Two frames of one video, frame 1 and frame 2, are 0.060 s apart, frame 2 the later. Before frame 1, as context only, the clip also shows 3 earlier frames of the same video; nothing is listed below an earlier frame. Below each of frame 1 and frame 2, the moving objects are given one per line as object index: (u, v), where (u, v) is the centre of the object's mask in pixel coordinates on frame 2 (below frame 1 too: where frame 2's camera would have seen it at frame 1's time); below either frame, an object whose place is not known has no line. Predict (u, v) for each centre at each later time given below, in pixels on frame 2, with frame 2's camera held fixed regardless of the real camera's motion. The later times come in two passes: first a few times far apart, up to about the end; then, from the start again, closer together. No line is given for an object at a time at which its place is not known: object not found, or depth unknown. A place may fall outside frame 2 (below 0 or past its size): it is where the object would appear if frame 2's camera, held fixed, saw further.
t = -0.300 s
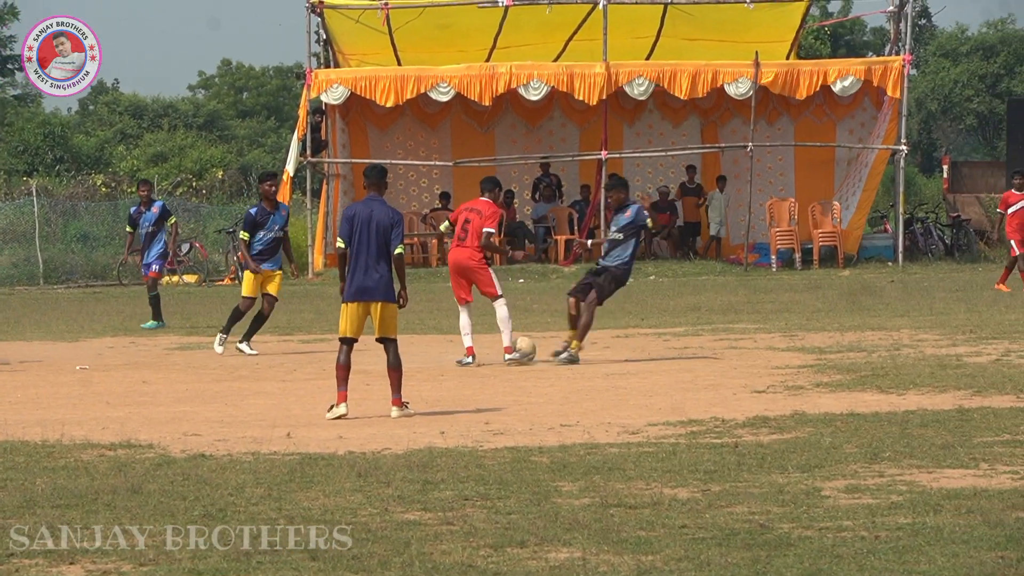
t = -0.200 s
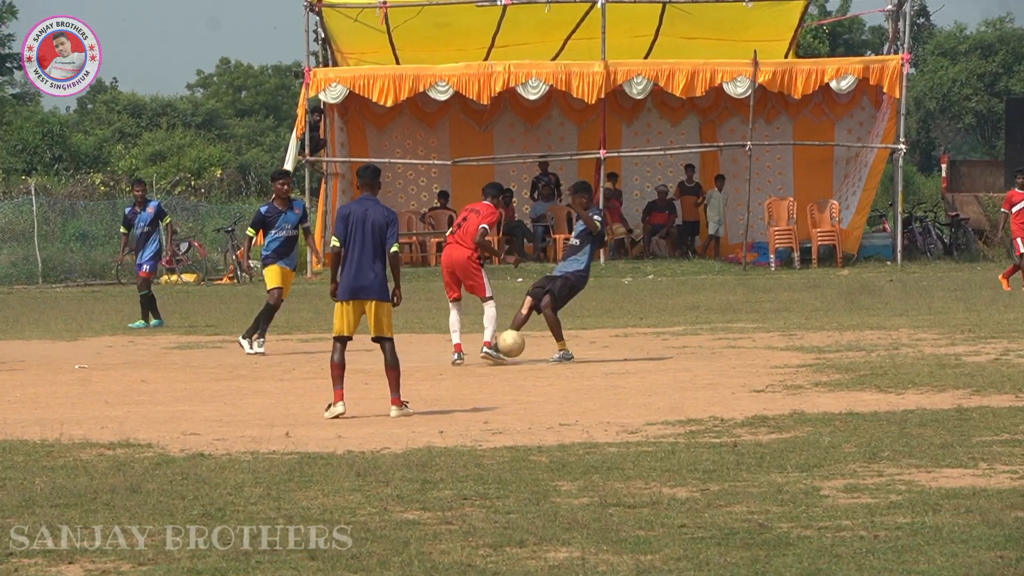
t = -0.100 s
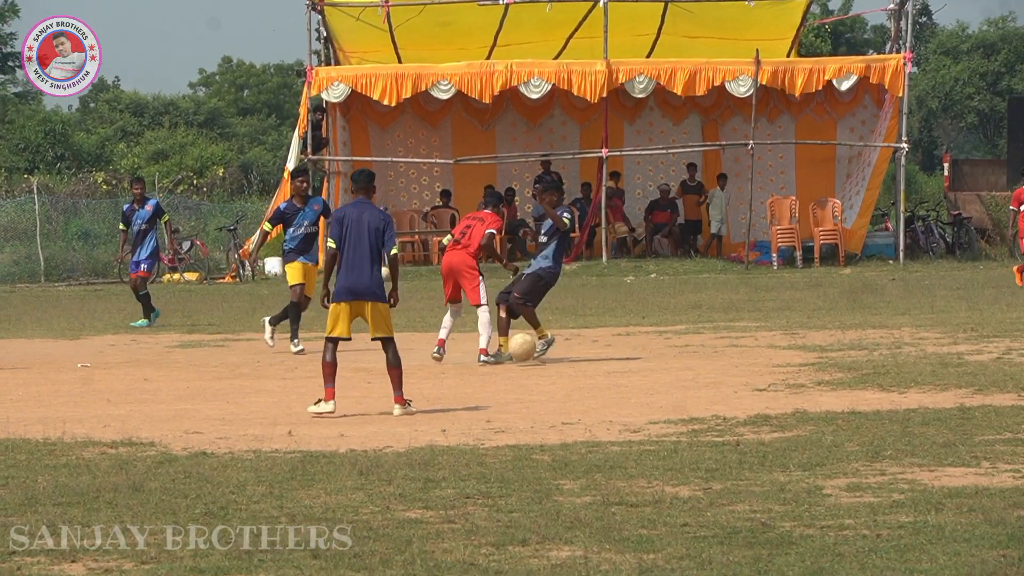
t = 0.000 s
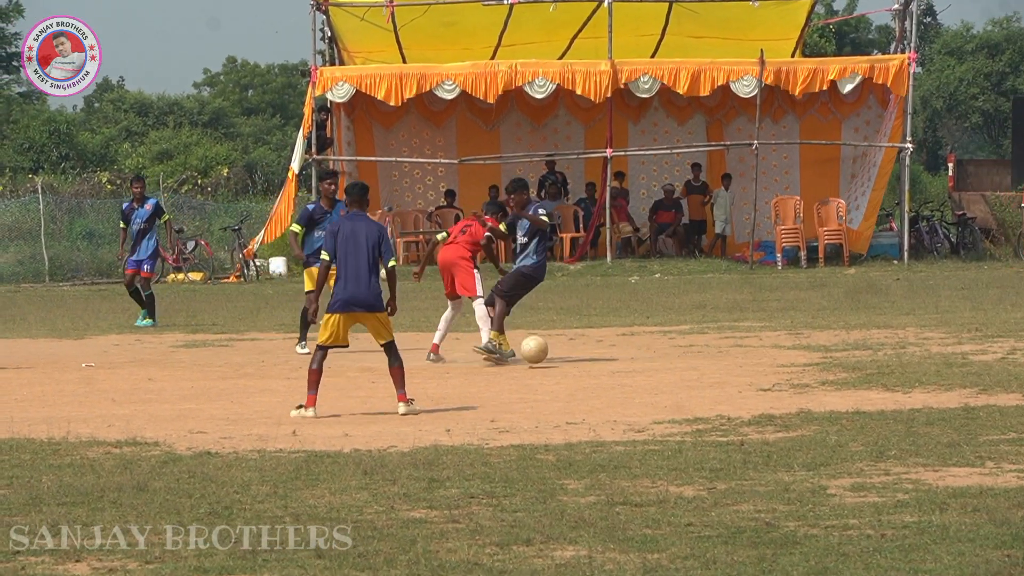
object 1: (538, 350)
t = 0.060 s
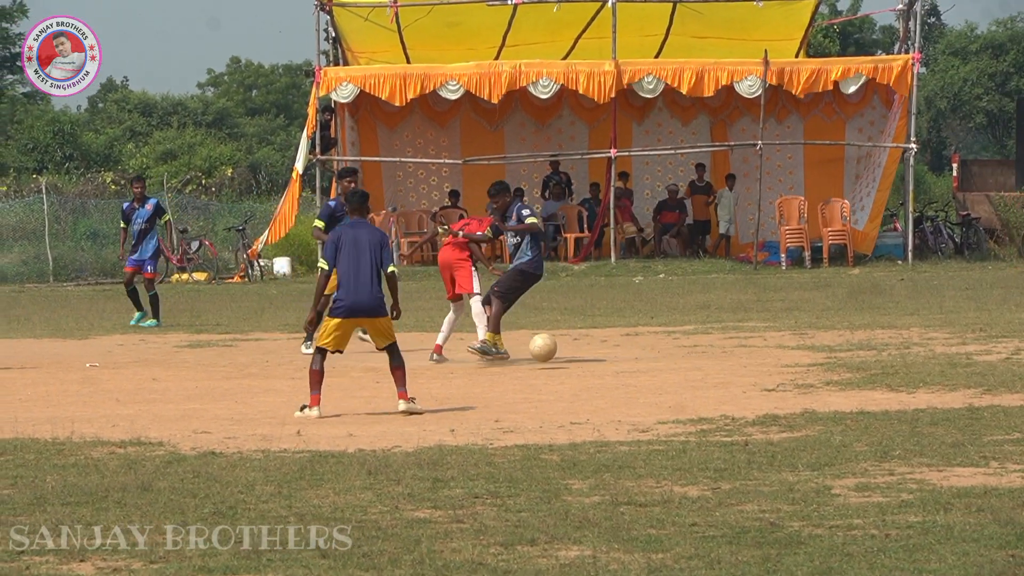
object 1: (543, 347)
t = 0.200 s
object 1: (553, 355)
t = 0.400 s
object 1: (570, 357)
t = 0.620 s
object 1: (587, 357)
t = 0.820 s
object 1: (602, 358)
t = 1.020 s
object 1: (616, 359)
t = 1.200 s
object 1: (629, 365)
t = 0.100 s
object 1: (546, 348)
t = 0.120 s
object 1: (547, 349)
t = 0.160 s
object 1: (550, 354)
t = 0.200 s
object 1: (553, 355)
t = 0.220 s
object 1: (555, 353)
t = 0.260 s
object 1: (558, 350)
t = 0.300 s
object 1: (561, 350)
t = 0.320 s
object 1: (563, 350)
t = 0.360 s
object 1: (566, 353)
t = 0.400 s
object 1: (570, 357)
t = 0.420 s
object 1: (571, 355)
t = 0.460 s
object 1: (574, 352)
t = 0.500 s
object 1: (578, 351)
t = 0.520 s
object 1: (579, 352)
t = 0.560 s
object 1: (582, 354)
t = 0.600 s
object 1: (586, 358)
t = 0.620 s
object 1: (587, 357)
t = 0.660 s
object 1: (590, 354)
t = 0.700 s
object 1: (593, 354)
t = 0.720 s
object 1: (595, 355)
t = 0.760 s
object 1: (598, 357)
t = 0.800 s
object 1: (601, 359)
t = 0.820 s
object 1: (602, 358)
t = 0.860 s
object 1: (605, 357)
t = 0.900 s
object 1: (608, 358)
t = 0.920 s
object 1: (609, 360)
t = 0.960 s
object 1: (612, 360)
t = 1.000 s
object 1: (615, 359)
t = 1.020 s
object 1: (616, 359)
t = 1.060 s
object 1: (619, 361)
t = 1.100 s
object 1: (622, 363)
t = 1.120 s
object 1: (623, 363)
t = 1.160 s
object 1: (626, 363)
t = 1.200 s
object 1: (629, 365)
